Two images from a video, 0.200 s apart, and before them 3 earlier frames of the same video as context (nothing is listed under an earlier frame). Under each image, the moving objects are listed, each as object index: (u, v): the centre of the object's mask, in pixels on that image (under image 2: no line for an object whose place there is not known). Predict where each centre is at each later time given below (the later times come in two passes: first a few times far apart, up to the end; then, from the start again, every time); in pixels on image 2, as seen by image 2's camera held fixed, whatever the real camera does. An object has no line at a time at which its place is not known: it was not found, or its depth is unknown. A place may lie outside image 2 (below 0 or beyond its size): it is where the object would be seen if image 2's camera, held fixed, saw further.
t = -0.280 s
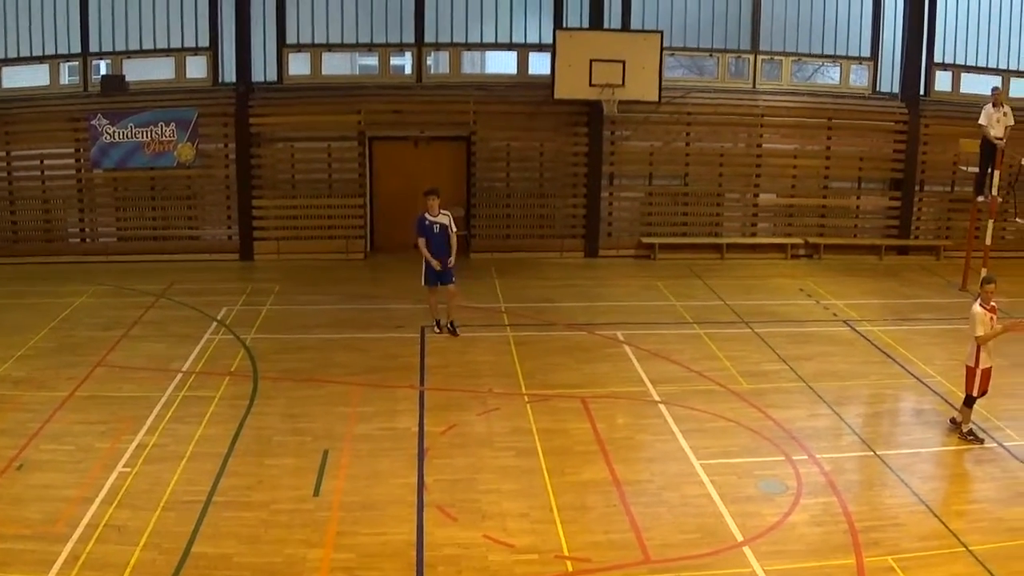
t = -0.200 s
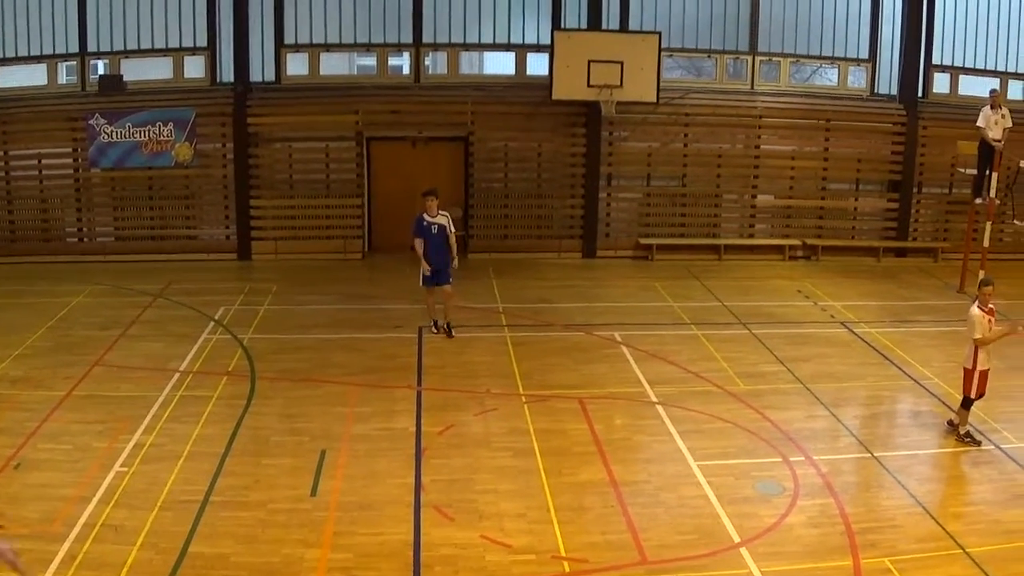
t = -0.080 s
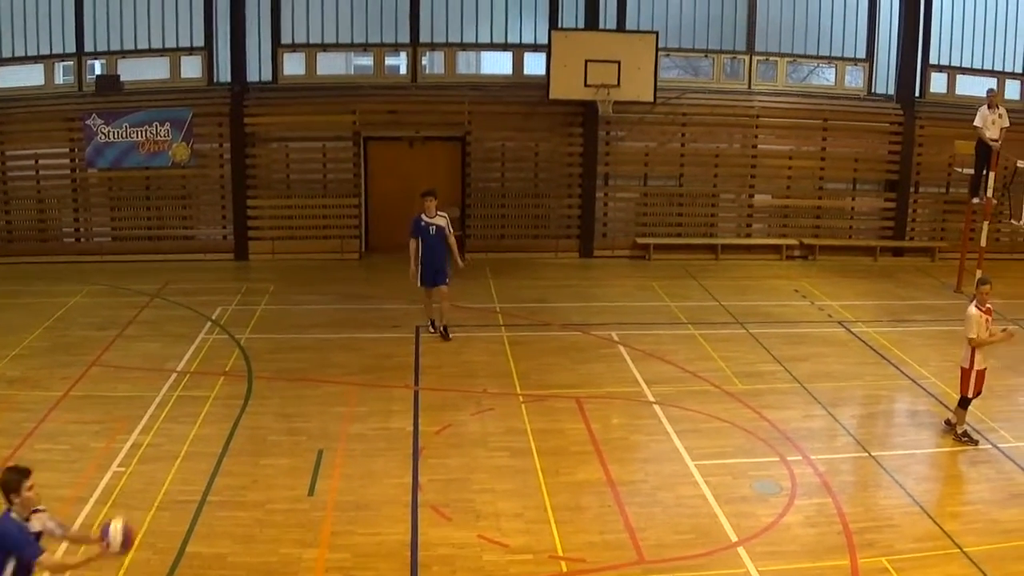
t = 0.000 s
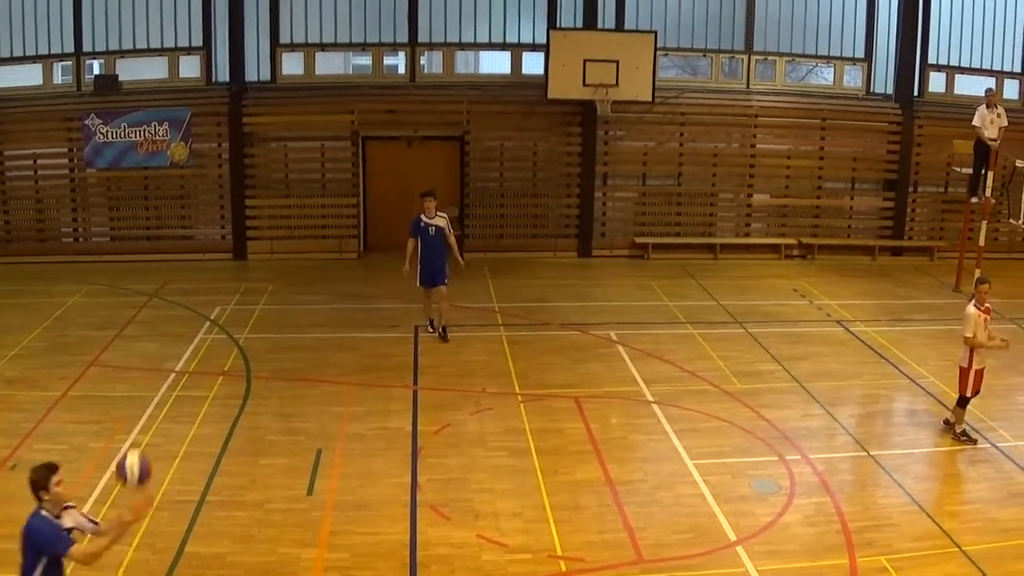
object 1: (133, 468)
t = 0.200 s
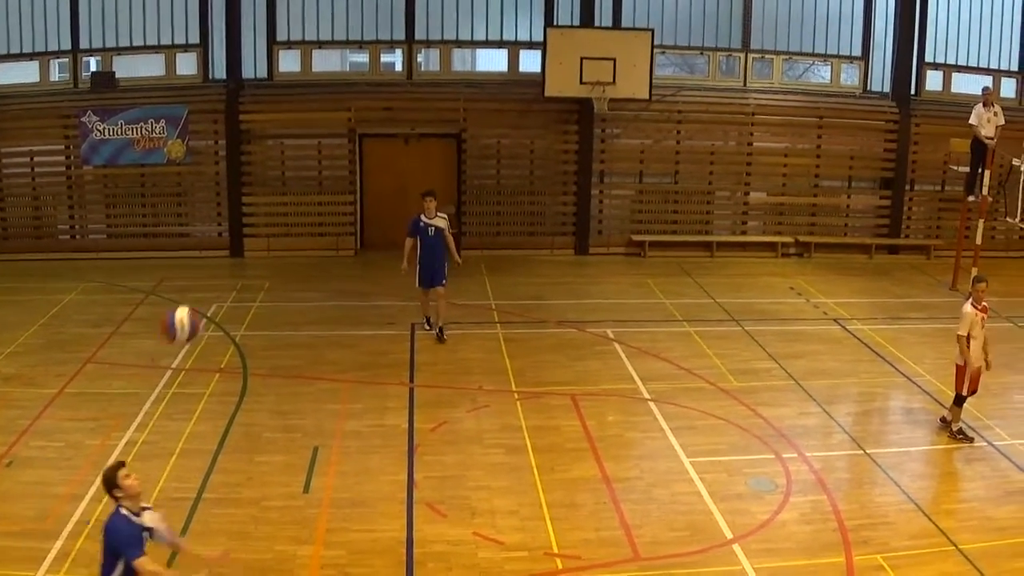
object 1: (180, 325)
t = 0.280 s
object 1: (204, 285)
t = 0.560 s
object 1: (297, 235)
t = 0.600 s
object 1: (308, 239)
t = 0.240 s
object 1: (192, 303)
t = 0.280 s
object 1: (204, 285)
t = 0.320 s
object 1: (216, 268)
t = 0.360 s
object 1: (228, 255)
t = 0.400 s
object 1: (242, 246)
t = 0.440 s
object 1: (255, 240)
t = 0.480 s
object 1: (269, 234)
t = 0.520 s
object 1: (283, 234)
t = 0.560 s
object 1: (297, 235)
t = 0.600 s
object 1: (308, 239)
